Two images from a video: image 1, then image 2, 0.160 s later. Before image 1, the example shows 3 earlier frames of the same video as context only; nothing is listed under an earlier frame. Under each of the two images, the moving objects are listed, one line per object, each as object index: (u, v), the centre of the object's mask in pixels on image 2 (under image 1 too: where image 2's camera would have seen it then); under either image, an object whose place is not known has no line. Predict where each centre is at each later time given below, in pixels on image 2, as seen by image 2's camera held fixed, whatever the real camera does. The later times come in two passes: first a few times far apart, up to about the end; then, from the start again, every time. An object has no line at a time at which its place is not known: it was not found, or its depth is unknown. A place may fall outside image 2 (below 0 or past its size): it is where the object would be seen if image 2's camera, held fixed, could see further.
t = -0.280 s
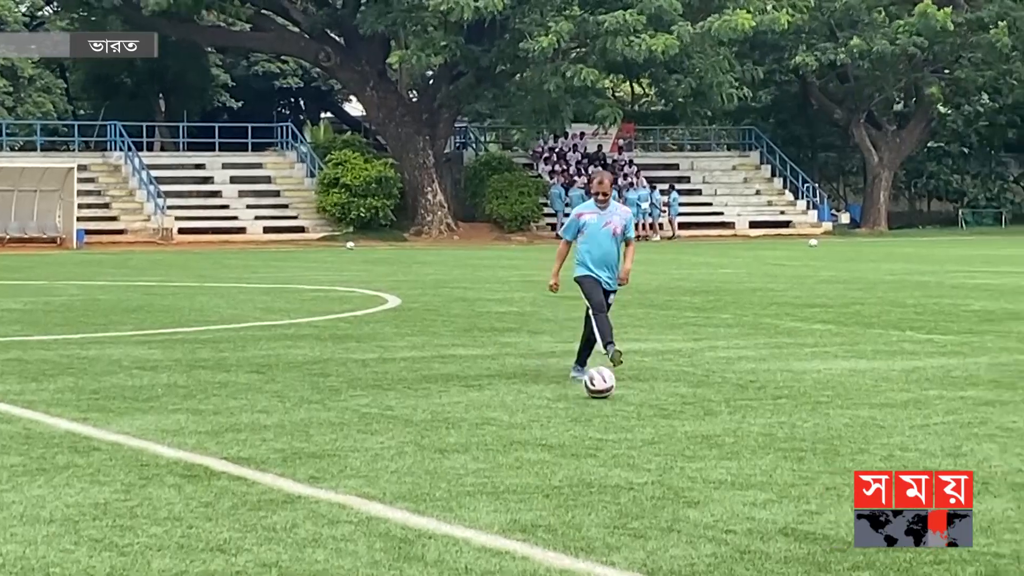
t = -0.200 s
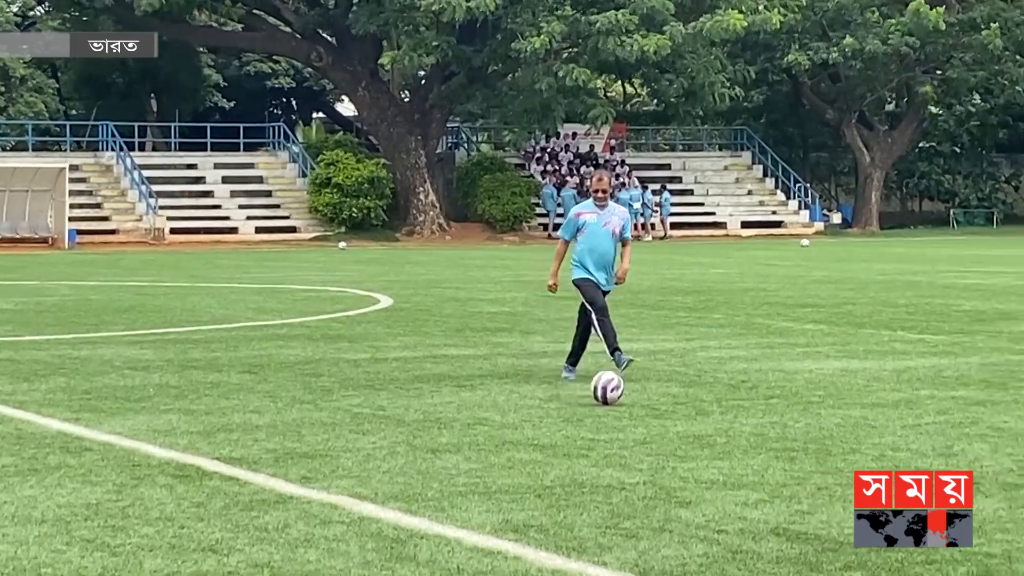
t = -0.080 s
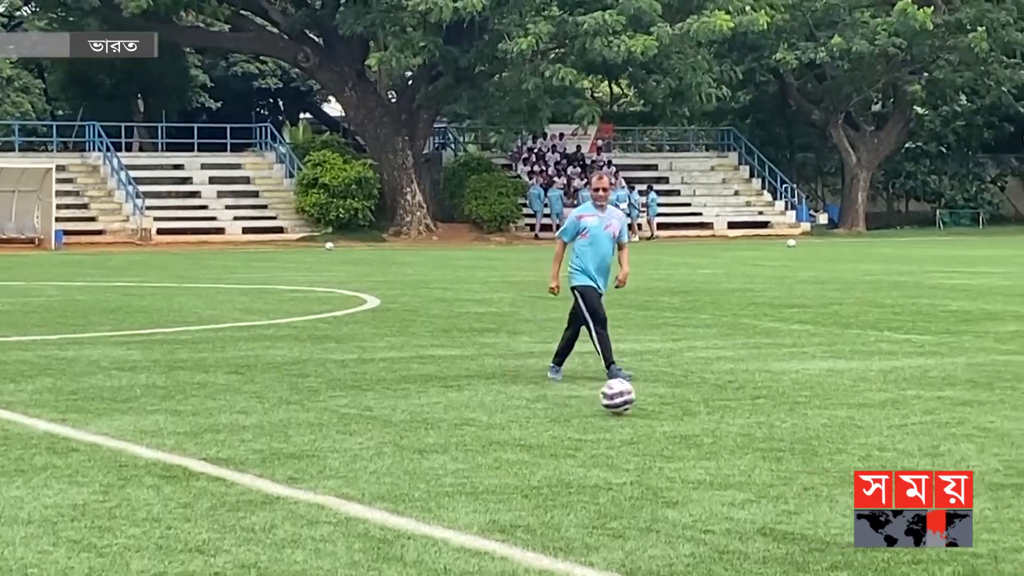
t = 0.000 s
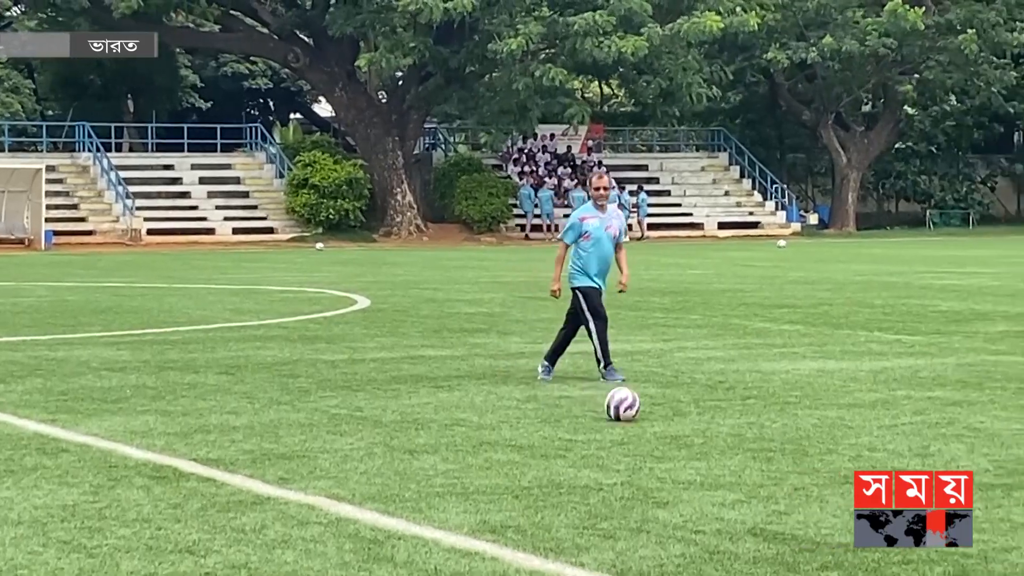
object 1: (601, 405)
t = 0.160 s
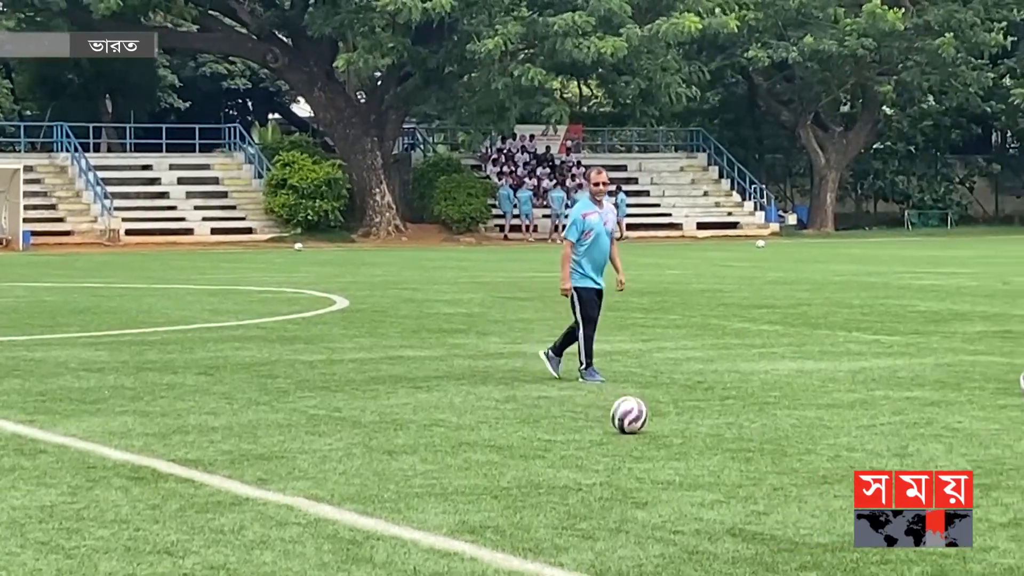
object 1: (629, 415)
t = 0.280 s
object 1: (650, 420)
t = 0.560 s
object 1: (702, 441)
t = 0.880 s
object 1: (766, 463)
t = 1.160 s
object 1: (828, 494)
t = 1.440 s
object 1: (897, 509)
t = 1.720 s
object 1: (971, 536)
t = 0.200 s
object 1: (636, 414)
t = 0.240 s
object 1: (643, 415)
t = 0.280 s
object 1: (650, 420)
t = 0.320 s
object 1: (656, 426)
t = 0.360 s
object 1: (664, 427)
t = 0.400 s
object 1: (672, 428)
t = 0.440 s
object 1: (679, 433)
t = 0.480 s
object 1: (686, 437)
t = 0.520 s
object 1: (694, 437)
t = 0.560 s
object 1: (702, 441)
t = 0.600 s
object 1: (710, 447)
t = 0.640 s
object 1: (717, 448)
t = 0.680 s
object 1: (725, 447)
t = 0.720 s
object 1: (733, 448)
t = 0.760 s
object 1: (741, 452)
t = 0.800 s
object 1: (748, 461)
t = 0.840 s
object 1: (757, 464)
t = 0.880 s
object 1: (766, 463)
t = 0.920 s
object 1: (774, 466)
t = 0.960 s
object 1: (783, 473)
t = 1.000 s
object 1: (792, 478)
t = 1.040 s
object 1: (800, 478)
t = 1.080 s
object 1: (809, 479)
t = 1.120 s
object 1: (818, 486)
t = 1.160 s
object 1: (828, 494)
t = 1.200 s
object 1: (837, 496)
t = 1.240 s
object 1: (846, 496)
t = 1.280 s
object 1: (856, 499)
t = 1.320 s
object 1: (866, 506)
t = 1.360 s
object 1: (877, 516)
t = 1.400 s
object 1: (887, 512)
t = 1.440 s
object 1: (897, 509)
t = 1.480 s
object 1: (906, 509)
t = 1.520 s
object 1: (916, 515)
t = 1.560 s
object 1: (927, 524)
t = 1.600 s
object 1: (938, 536)
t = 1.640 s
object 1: (948, 533)
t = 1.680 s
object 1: (959, 533)
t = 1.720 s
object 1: (971, 536)
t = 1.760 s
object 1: (981, 543)
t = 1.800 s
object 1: (994, 554)
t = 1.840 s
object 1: (1005, 553)
